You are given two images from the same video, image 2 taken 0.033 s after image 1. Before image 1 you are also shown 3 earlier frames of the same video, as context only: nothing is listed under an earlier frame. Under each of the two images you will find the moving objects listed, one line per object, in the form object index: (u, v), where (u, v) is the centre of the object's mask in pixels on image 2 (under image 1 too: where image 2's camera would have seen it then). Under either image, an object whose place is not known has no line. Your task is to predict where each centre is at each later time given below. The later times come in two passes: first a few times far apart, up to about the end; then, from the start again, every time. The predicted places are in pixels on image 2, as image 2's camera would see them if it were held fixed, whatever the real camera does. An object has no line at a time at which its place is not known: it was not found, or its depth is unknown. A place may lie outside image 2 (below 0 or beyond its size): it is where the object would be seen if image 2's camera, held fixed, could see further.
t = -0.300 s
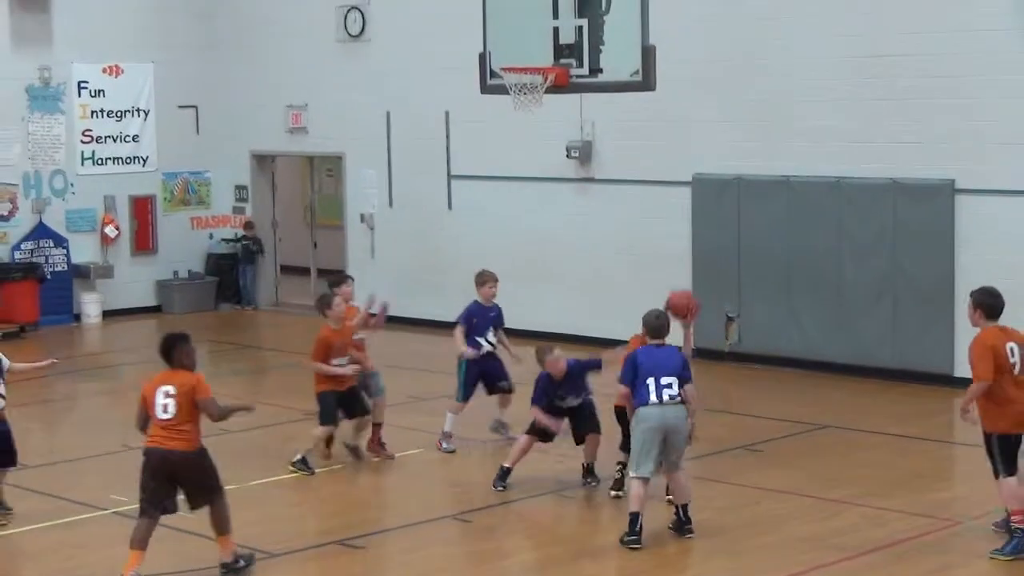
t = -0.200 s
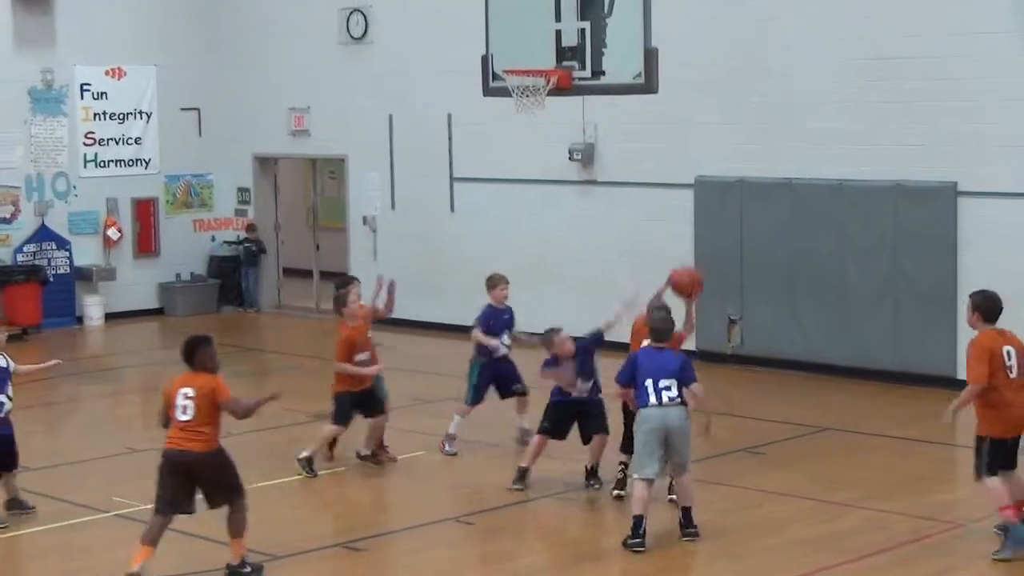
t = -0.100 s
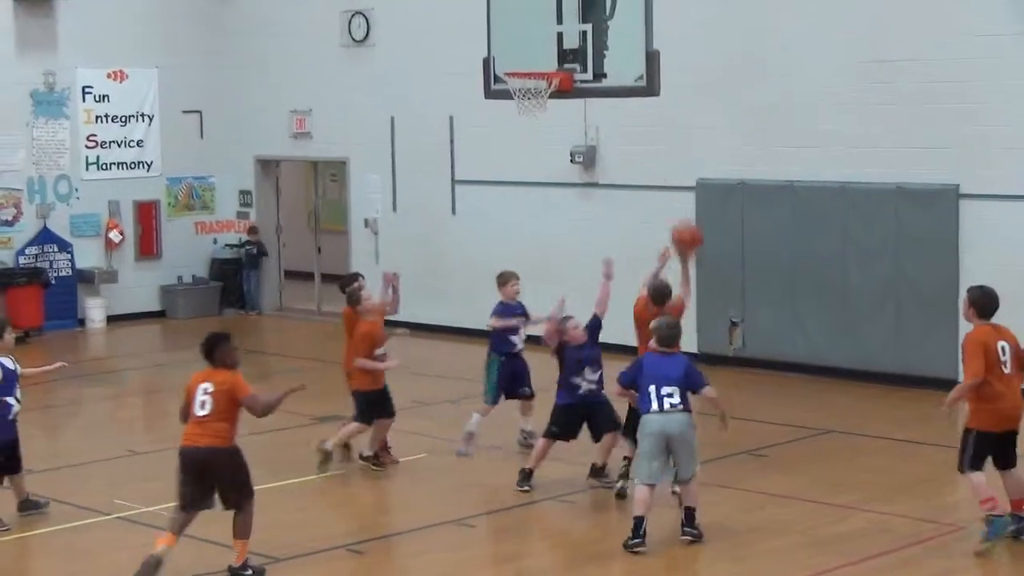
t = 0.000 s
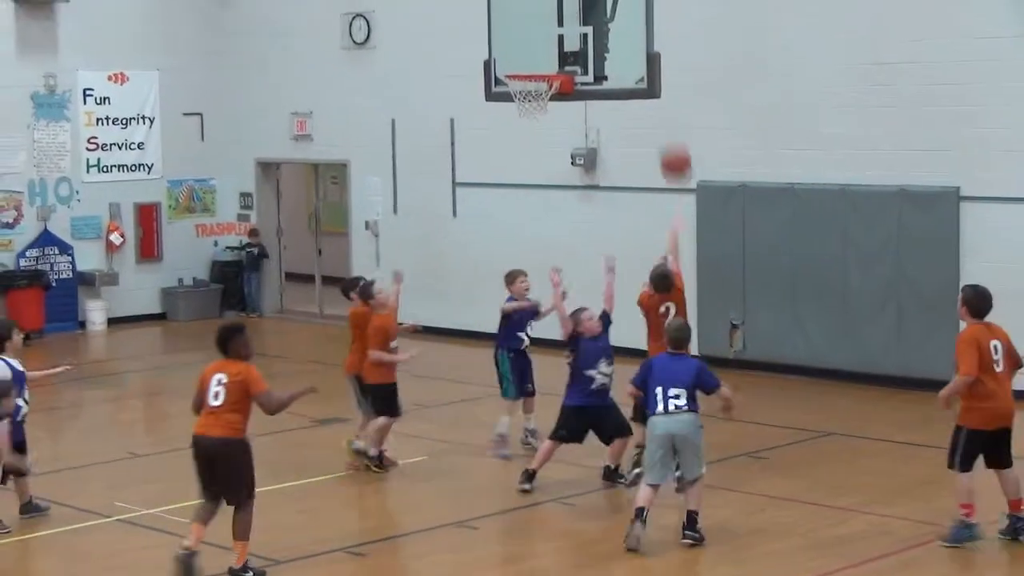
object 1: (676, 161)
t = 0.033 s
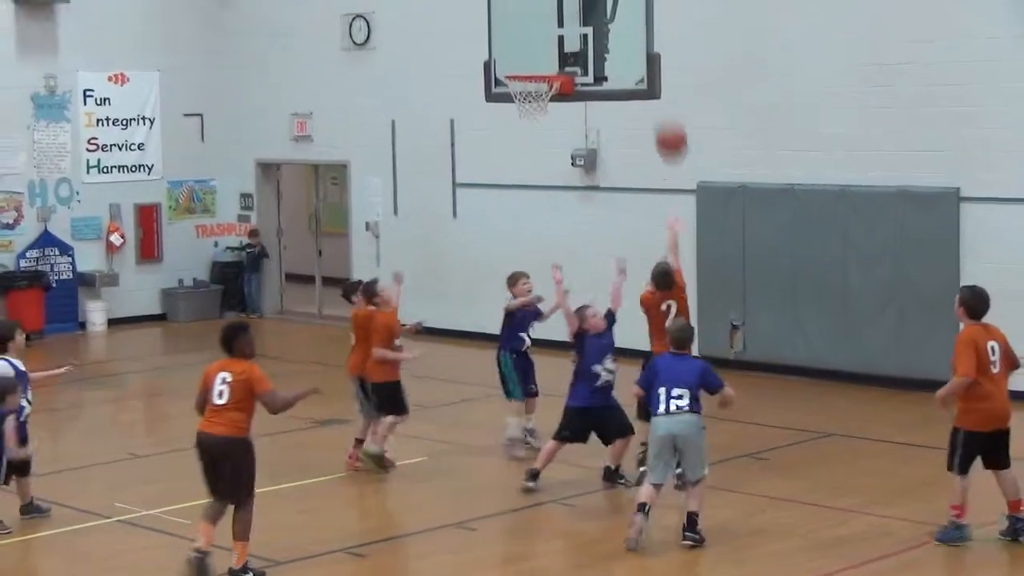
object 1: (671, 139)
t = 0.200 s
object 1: (649, 53)
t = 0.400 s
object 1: (624, 4)
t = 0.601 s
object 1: (605, 3)
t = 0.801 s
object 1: (570, 43)
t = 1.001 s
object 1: (520, 111)
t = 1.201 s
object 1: (499, 184)
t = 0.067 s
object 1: (666, 118)
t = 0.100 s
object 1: (663, 101)
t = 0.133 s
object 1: (657, 83)
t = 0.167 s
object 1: (653, 68)
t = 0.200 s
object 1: (649, 53)
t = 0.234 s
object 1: (644, 41)
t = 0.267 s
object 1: (640, 31)
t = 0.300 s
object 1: (636, 21)
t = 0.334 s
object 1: (632, 14)
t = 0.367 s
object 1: (628, 6)
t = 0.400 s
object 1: (624, 4)
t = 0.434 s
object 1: (620, 1)
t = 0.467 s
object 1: (616, 0)
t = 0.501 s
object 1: (614, -1)
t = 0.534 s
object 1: (611, 0)
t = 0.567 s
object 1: (608, 0)
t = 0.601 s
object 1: (605, 3)
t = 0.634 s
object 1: (600, 8)
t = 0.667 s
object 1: (597, 13)
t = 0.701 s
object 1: (594, 20)
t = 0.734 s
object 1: (590, 26)
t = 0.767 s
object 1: (579, 34)
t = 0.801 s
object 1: (570, 43)
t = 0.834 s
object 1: (561, 50)
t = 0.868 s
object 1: (552, 61)
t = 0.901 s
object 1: (543, 71)
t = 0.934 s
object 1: (530, 89)
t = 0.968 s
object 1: (526, 101)
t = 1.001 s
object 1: (520, 111)
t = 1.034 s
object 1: (518, 120)
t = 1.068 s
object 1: (514, 130)
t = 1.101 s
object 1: (510, 142)
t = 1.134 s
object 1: (506, 155)
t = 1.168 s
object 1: (503, 169)
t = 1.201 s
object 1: (499, 184)
